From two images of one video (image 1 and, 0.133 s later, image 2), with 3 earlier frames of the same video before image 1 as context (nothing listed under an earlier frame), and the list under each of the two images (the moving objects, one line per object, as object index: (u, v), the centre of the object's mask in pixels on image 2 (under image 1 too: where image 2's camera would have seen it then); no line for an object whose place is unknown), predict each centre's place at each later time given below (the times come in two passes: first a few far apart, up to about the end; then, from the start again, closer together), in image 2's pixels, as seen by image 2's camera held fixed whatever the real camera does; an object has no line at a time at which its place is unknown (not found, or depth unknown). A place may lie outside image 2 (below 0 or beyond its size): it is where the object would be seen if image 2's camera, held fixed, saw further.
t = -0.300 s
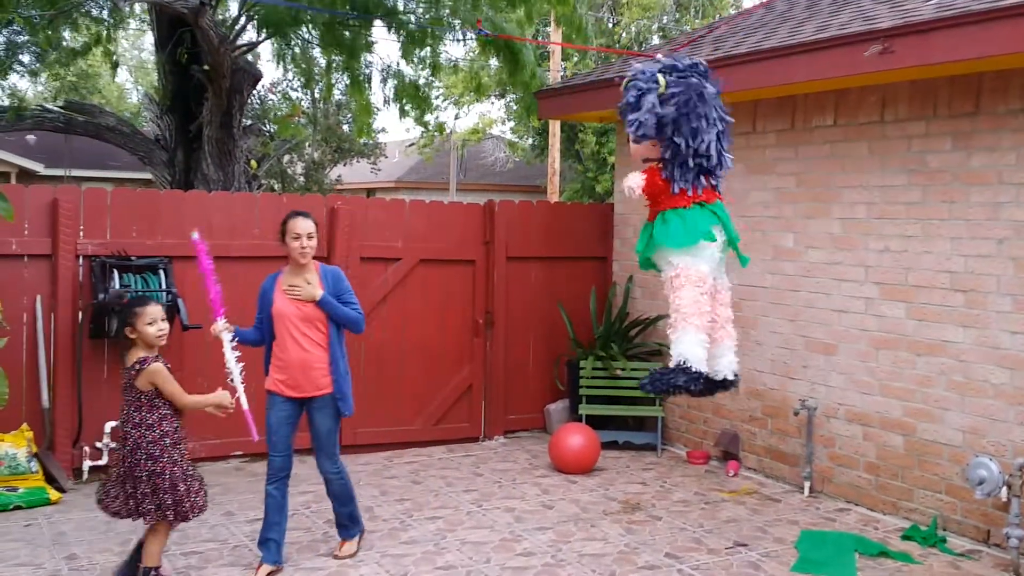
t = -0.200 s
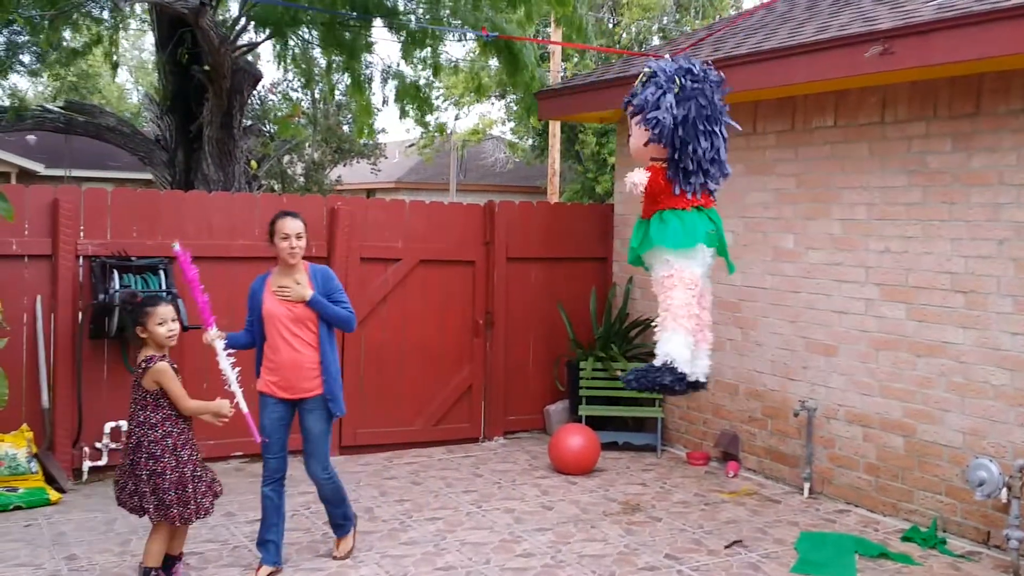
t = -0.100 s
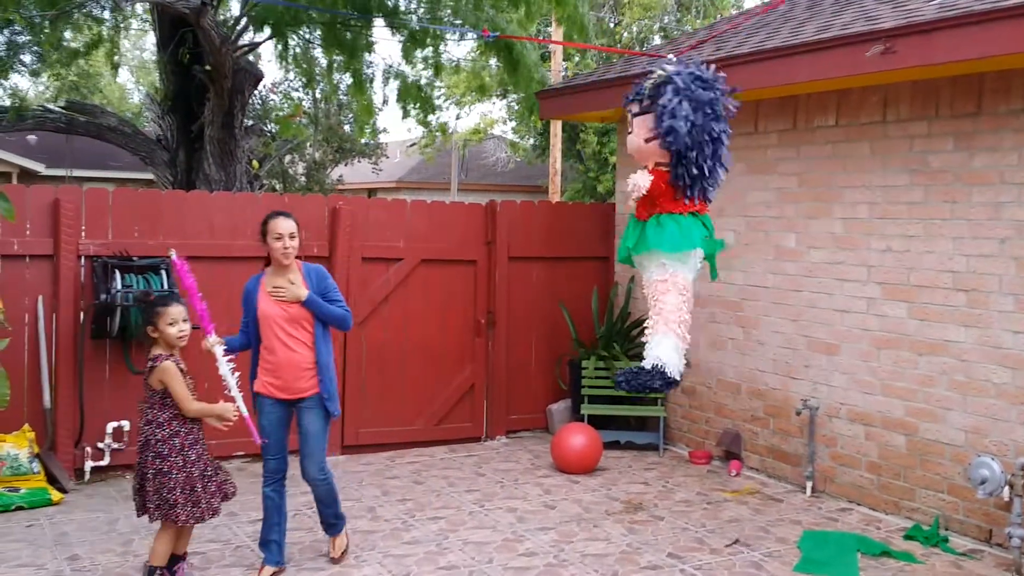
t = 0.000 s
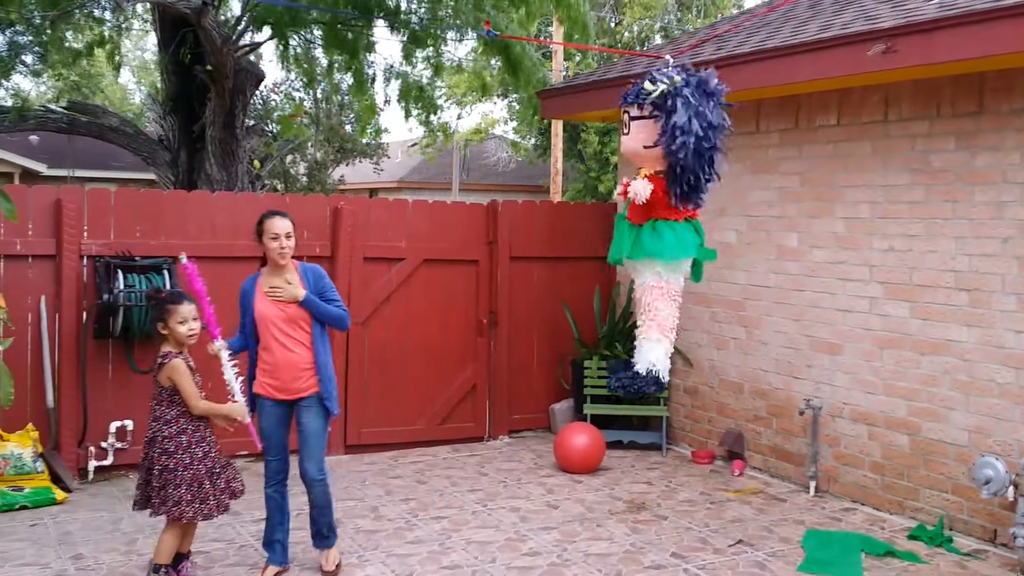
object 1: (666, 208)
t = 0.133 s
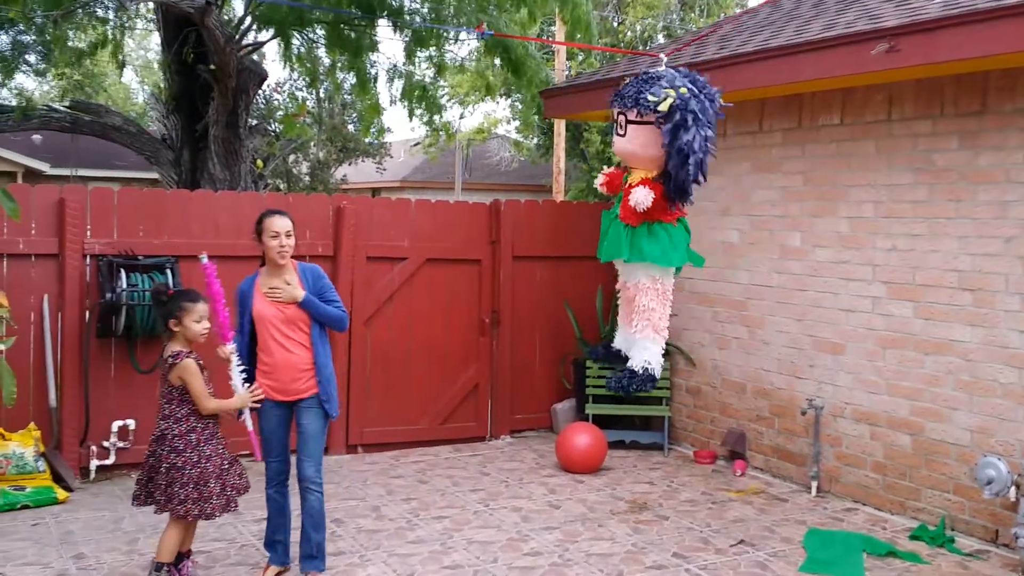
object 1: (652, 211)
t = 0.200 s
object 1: (646, 207)
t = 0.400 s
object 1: (639, 191)
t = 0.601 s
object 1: (642, 186)
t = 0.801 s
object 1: (653, 189)
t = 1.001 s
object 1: (663, 202)
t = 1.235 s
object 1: (681, 210)
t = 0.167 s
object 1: (649, 210)
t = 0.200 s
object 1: (646, 207)
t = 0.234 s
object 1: (644, 204)
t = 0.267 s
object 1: (643, 201)
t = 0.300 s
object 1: (641, 198)
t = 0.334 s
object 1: (640, 195)
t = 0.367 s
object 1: (639, 192)
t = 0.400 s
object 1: (639, 191)
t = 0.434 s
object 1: (639, 190)
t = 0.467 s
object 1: (638, 188)
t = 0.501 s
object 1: (637, 186)
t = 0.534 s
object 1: (639, 186)
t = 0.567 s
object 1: (641, 186)
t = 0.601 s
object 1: (642, 186)
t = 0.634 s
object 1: (644, 185)
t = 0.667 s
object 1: (646, 185)
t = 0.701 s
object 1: (647, 186)
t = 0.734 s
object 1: (649, 187)
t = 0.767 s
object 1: (651, 187)
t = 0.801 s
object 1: (653, 189)
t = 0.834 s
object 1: (654, 191)
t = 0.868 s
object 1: (656, 192)
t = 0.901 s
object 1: (657, 195)
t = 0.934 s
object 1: (659, 198)
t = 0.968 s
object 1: (660, 200)
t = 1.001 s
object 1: (663, 202)
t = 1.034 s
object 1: (666, 203)
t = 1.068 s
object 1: (669, 204)
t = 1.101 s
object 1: (671, 206)
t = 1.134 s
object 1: (672, 207)
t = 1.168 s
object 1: (675, 208)
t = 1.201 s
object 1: (679, 209)
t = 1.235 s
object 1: (681, 210)
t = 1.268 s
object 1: (683, 210)
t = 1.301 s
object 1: (684, 212)
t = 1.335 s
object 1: (686, 213)
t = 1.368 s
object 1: (687, 213)
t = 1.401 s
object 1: (688, 215)
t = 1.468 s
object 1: (687, 213)
